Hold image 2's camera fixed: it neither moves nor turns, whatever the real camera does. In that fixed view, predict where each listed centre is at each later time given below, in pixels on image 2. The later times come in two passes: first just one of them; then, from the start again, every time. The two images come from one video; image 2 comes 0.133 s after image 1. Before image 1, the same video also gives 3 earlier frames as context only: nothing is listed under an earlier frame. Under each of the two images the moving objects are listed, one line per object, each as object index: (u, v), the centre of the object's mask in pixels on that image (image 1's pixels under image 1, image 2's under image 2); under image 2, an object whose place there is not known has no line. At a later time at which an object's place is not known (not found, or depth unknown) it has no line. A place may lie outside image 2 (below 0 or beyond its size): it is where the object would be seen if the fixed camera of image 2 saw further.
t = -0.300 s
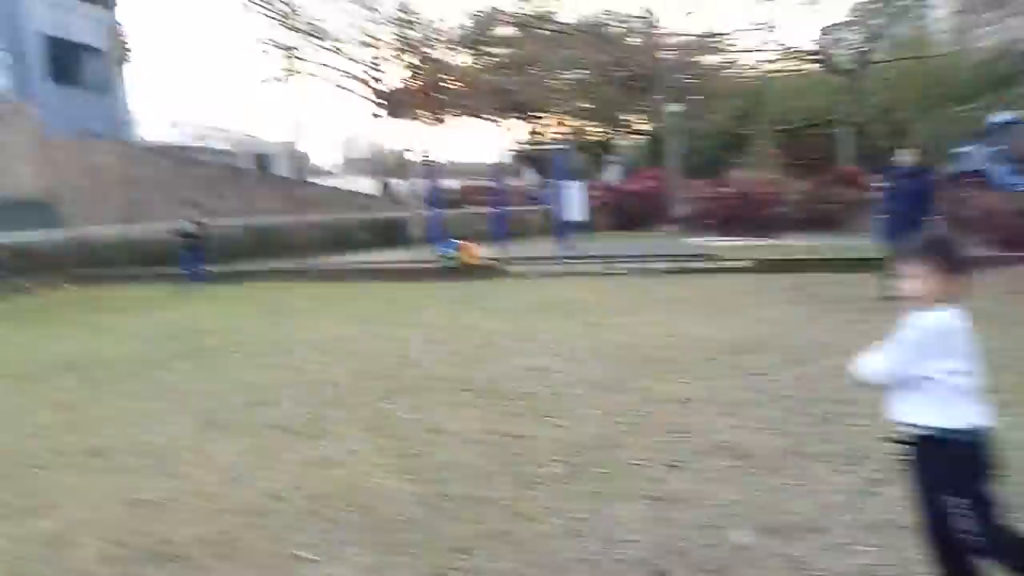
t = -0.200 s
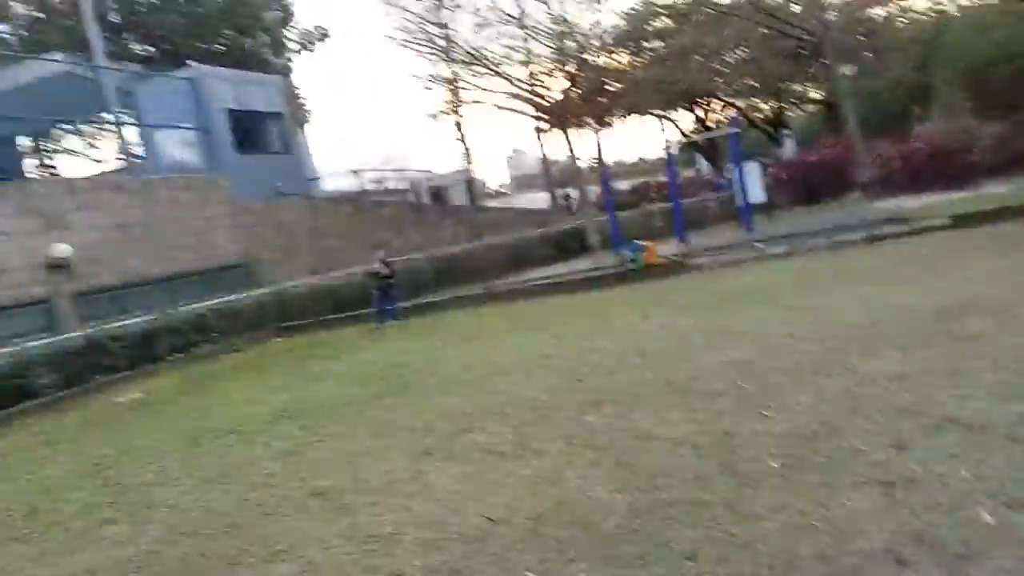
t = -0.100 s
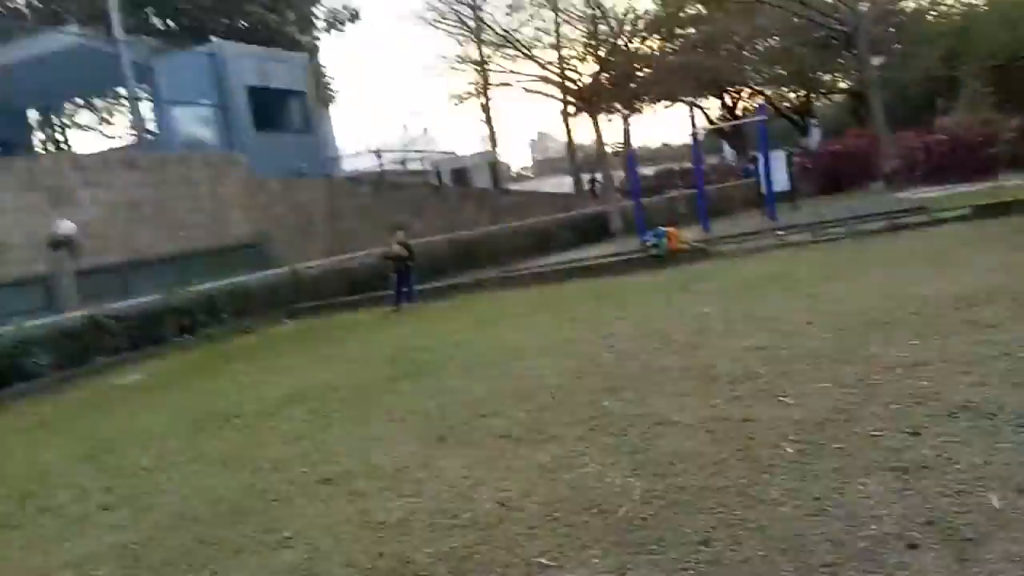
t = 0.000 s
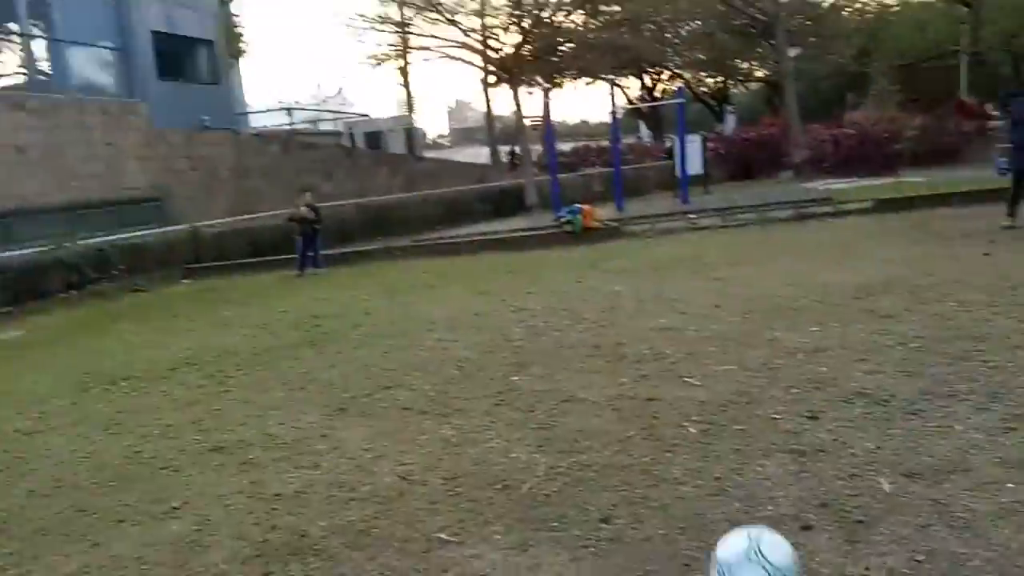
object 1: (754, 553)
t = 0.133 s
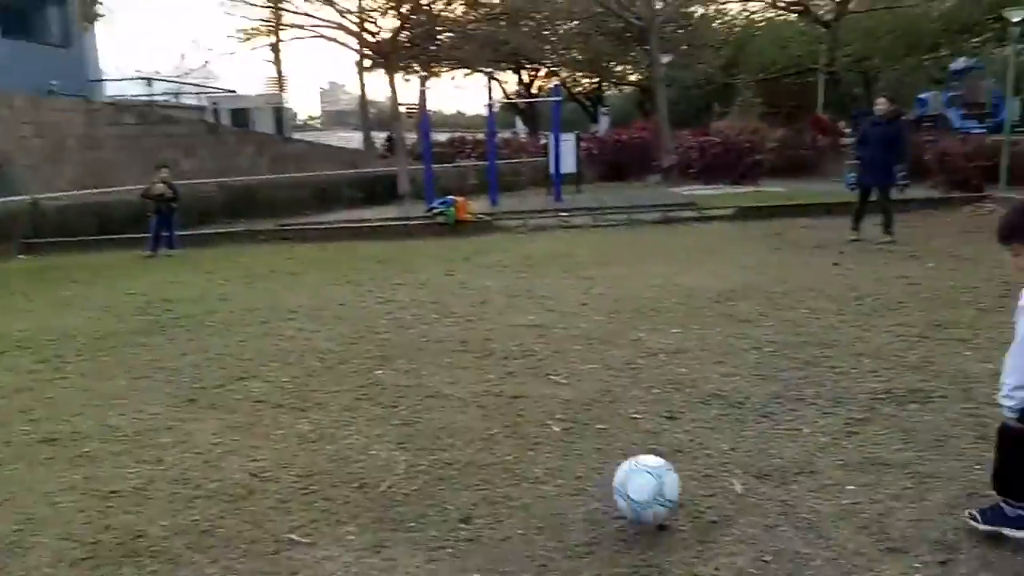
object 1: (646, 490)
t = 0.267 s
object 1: (663, 422)
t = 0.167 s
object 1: (653, 482)
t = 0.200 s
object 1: (658, 459)
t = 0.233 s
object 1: (660, 438)
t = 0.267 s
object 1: (663, 422)
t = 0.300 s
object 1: (667, 407)
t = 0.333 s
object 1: (670, 397)
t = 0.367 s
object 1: (672, 390)
